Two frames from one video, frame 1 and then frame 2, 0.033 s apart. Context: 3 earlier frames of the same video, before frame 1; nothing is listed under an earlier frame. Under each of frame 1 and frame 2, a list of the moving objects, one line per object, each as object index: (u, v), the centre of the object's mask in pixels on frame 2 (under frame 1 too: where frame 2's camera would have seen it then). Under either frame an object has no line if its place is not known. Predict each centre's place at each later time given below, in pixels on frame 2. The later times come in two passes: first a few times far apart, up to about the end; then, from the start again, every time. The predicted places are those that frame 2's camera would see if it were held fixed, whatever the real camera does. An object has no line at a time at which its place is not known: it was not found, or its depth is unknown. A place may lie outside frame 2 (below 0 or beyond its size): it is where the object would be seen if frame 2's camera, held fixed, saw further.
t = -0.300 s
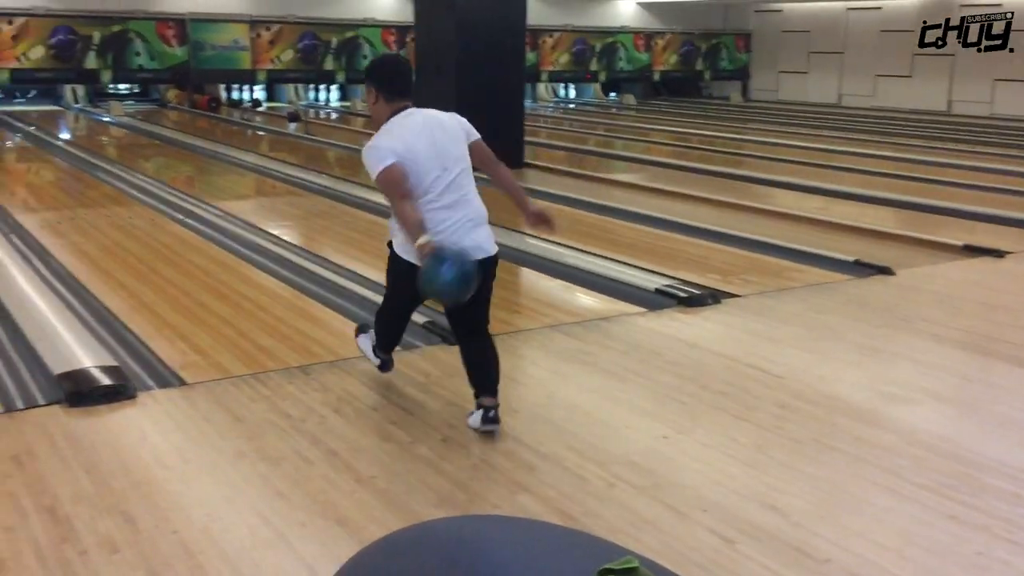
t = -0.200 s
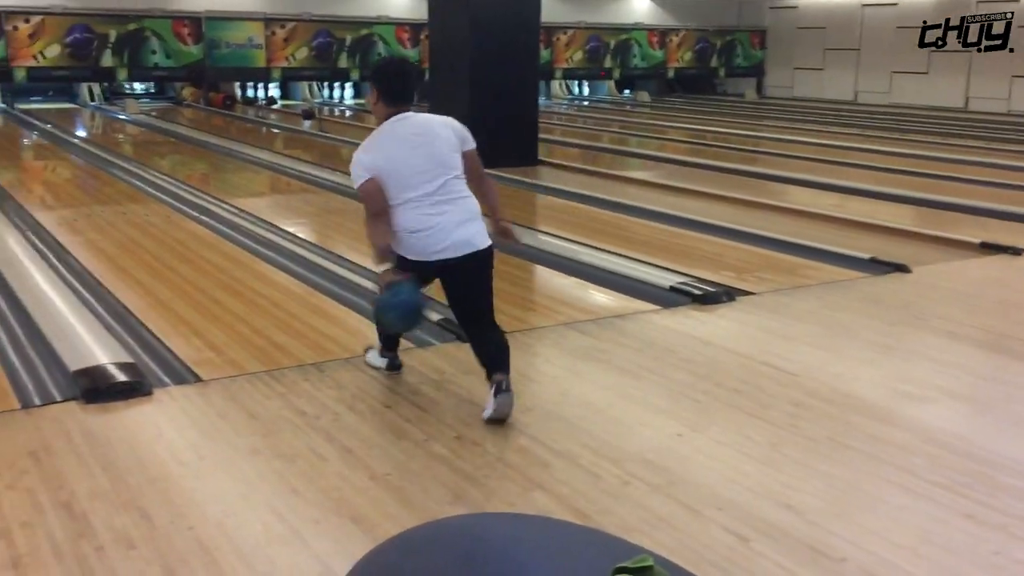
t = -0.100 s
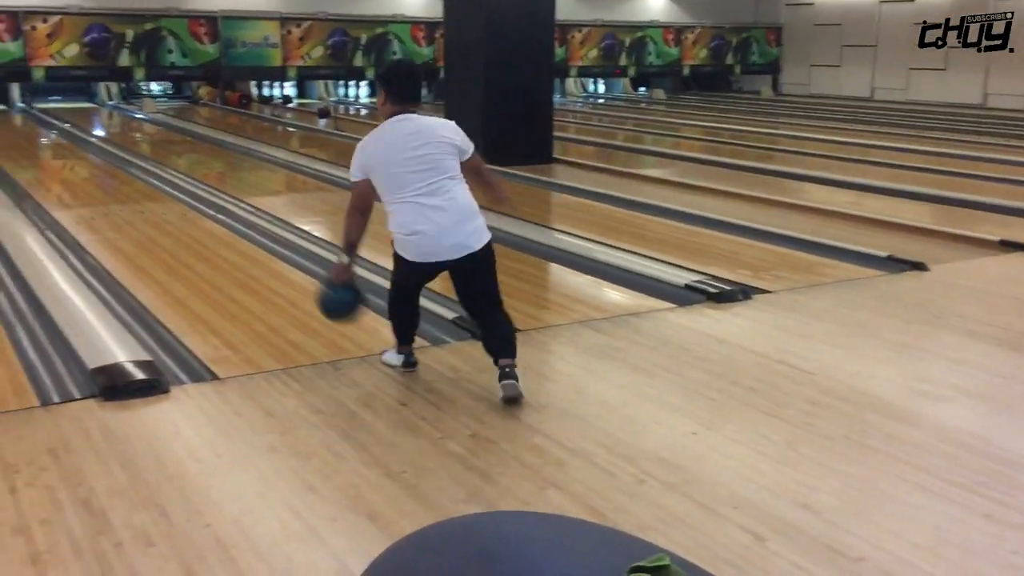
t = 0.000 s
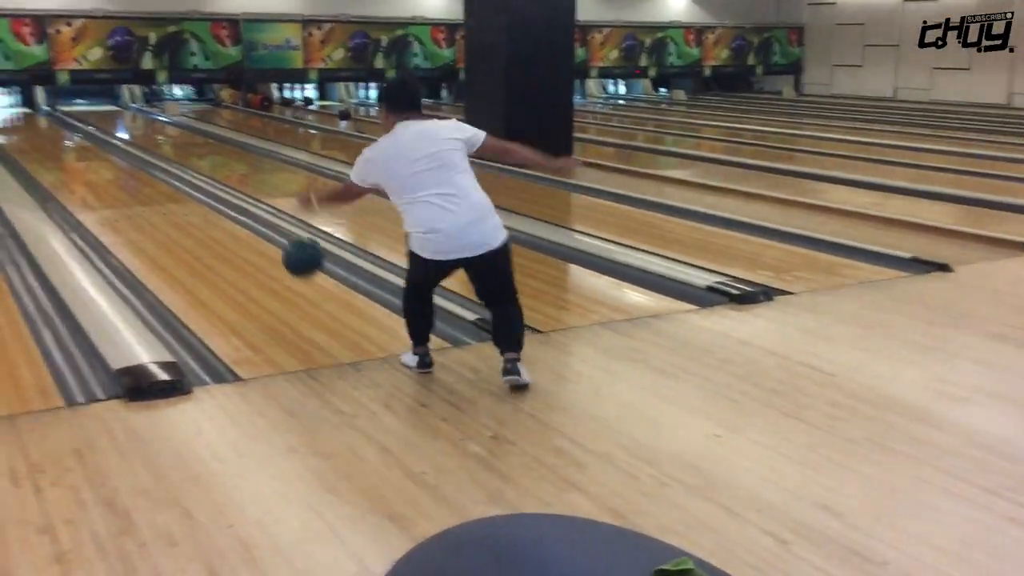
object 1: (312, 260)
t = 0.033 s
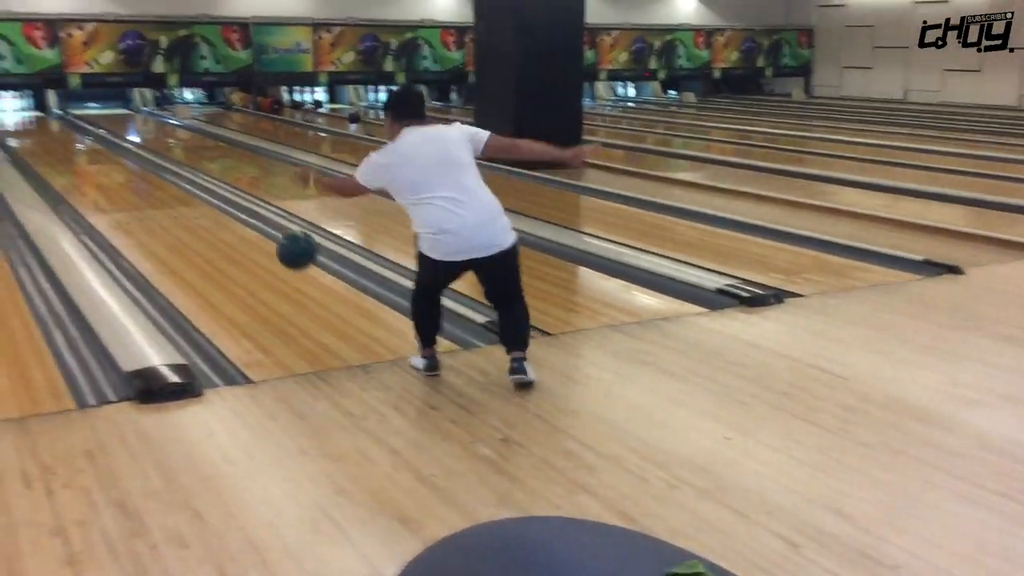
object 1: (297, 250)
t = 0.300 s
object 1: (200, 243)
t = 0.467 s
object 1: (159, 217)
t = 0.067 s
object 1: (281, 243)
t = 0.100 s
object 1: (267, 238)
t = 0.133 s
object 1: (253, 236)
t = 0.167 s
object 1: (241, 234)
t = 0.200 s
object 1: (229, 235)
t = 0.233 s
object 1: (219, 238)
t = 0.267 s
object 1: (209, 242)
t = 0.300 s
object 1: (200, 243)
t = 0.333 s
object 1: (191, 236)
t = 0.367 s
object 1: (182, 230)
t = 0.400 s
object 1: (174, 226)
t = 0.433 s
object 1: (166, 221)
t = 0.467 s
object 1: (159, 217)
